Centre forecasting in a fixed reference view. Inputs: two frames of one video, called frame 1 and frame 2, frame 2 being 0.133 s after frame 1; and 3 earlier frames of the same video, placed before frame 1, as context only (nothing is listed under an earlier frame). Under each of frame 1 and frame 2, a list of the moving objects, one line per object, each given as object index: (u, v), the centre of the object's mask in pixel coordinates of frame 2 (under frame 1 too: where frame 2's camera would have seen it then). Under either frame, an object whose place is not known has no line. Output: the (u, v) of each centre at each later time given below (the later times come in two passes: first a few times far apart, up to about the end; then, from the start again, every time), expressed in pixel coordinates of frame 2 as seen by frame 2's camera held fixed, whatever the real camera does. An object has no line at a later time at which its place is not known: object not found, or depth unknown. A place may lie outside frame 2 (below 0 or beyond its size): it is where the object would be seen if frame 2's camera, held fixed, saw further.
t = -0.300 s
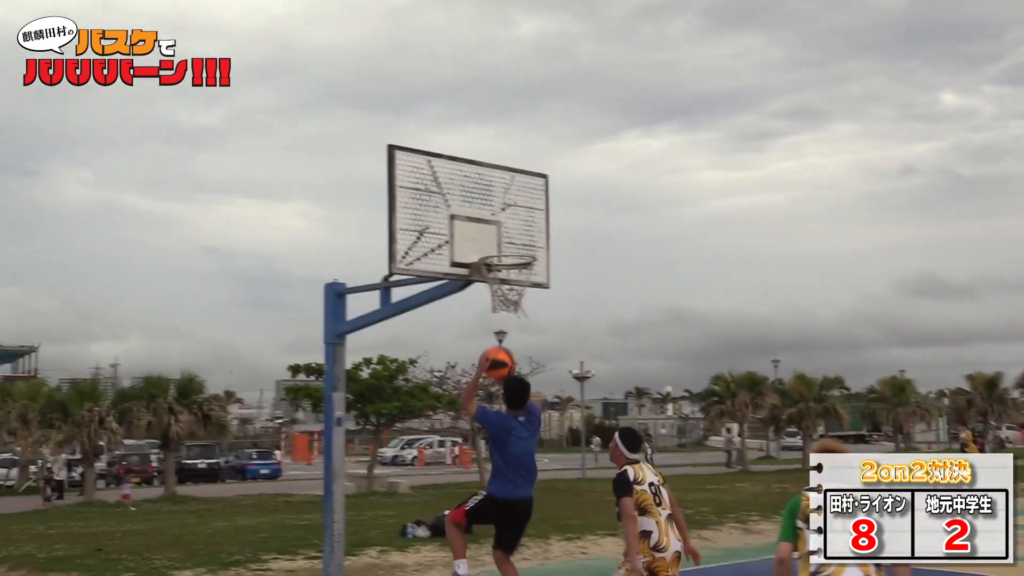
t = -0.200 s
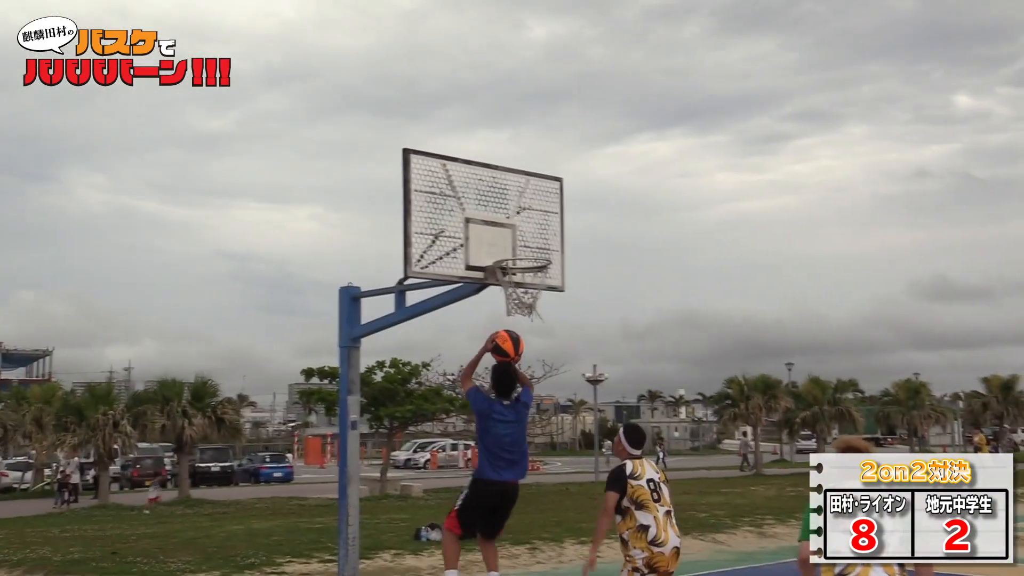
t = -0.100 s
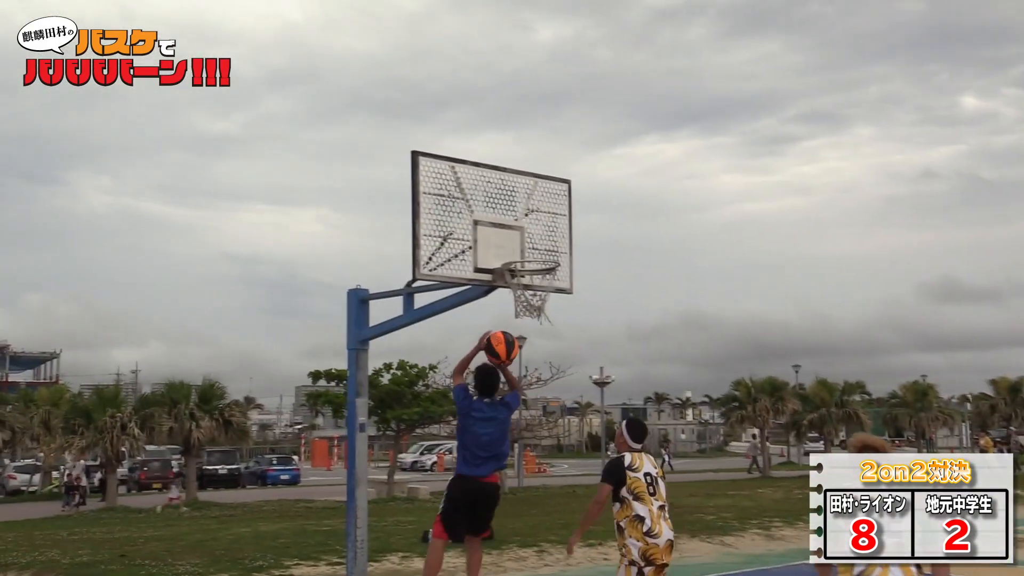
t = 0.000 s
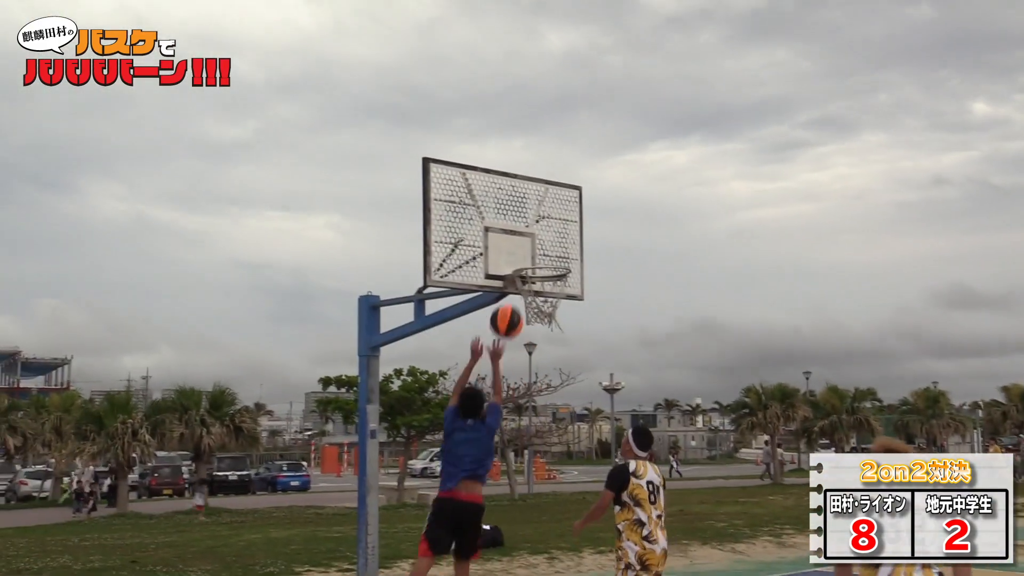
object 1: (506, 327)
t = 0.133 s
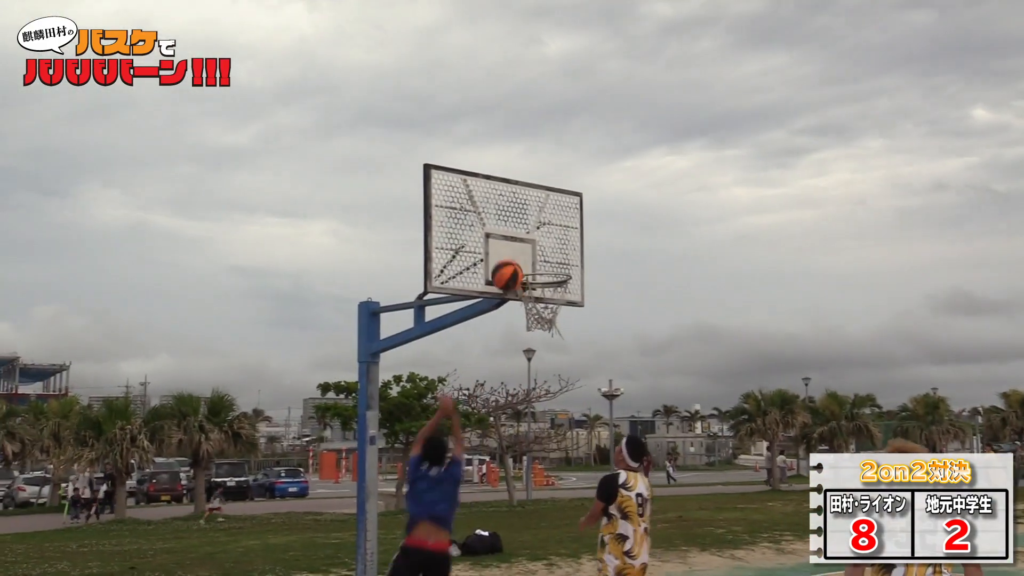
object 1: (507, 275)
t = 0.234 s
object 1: (507, 253)
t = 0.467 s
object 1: (507, 251)
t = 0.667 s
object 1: (536, 260)
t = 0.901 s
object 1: (543, 258)
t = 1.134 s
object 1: (537, 282)
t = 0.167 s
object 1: (507, 267)
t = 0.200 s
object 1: (507, 259)
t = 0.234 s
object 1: (507, 253)
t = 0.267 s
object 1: (507, 249)
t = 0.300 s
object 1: (507, 246)
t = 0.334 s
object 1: (507, 245)
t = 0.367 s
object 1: (508, 244)
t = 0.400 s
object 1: (507, 245)
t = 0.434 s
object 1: (507, 248)
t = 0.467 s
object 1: (507, 251)
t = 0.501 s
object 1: (507, 256)
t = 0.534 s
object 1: (511, 260)
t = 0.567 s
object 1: (517, 263)
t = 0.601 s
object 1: (523, 262)
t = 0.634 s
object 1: (530, 261)
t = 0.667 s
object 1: (536, 260)
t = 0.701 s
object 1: (542, 261)
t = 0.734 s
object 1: (549, 265)
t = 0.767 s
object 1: (554, 267)
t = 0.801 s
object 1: (552, 263)
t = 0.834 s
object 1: (549, 260)
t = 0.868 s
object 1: (546, 259)
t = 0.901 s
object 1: (543, 258)
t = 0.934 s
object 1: (540, 259)
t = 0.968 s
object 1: (537, 260)
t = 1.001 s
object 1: (534, 264)
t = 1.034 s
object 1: (532, 269)
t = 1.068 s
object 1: (530, 272)
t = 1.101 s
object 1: (532, 278)
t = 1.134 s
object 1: (537, 282)
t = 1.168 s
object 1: (541, 287)
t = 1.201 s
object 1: (545, 294)
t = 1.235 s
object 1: (549, 301)
